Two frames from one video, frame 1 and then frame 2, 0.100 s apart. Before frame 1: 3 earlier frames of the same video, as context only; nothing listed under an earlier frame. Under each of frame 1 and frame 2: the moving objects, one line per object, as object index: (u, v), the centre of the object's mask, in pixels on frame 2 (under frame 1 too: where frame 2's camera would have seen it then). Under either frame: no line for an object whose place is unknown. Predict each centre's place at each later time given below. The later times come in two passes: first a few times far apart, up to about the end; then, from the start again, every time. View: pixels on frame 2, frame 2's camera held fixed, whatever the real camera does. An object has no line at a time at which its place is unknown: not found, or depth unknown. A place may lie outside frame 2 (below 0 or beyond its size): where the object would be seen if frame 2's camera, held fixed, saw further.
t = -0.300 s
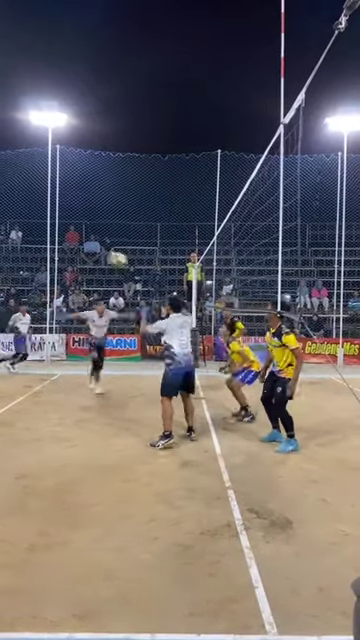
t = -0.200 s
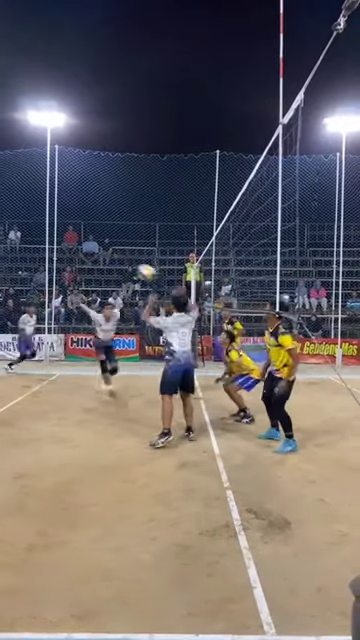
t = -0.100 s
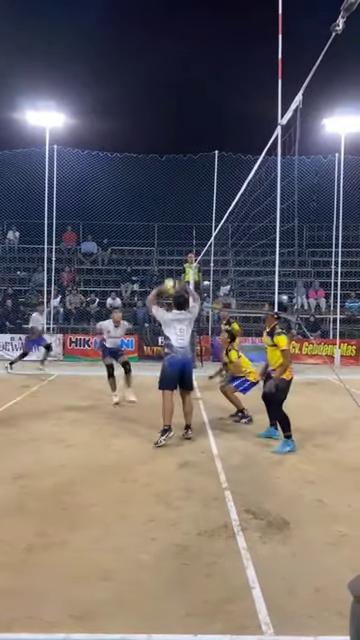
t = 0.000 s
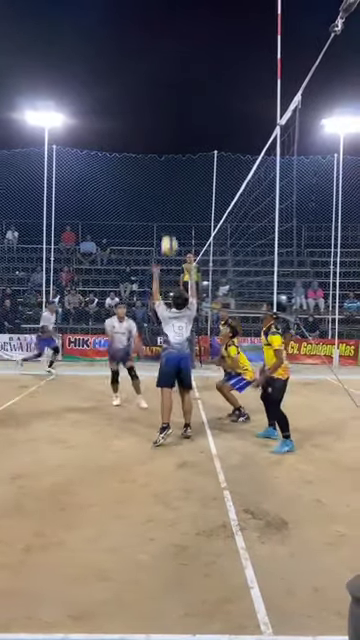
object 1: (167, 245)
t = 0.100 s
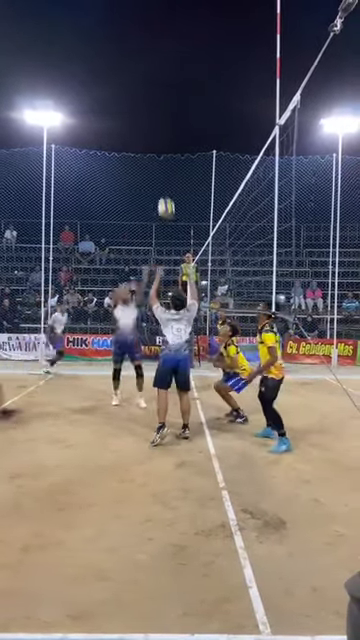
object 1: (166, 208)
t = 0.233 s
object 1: (163, 172)
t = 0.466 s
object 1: (158, 146)
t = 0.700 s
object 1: (153, 160)
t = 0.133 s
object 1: (165, 197)
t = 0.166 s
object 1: (164, 188)
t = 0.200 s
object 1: (164, 180)
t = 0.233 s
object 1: (163, 172)
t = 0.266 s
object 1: (162, 166)
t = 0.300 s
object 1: (161, 160)
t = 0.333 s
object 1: (161, 156)
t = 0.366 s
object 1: (160, 152)
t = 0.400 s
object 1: (160, 149)
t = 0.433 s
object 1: (159, 147)
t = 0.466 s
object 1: (158, 146)
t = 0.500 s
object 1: (157, 146)
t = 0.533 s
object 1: (156, 147)
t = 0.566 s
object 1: (156, 148)
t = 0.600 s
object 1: (155, 150)
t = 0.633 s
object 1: (155, 153)
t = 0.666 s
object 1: (154, 156)
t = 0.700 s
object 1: (153, 160)
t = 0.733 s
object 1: (153, 165)
